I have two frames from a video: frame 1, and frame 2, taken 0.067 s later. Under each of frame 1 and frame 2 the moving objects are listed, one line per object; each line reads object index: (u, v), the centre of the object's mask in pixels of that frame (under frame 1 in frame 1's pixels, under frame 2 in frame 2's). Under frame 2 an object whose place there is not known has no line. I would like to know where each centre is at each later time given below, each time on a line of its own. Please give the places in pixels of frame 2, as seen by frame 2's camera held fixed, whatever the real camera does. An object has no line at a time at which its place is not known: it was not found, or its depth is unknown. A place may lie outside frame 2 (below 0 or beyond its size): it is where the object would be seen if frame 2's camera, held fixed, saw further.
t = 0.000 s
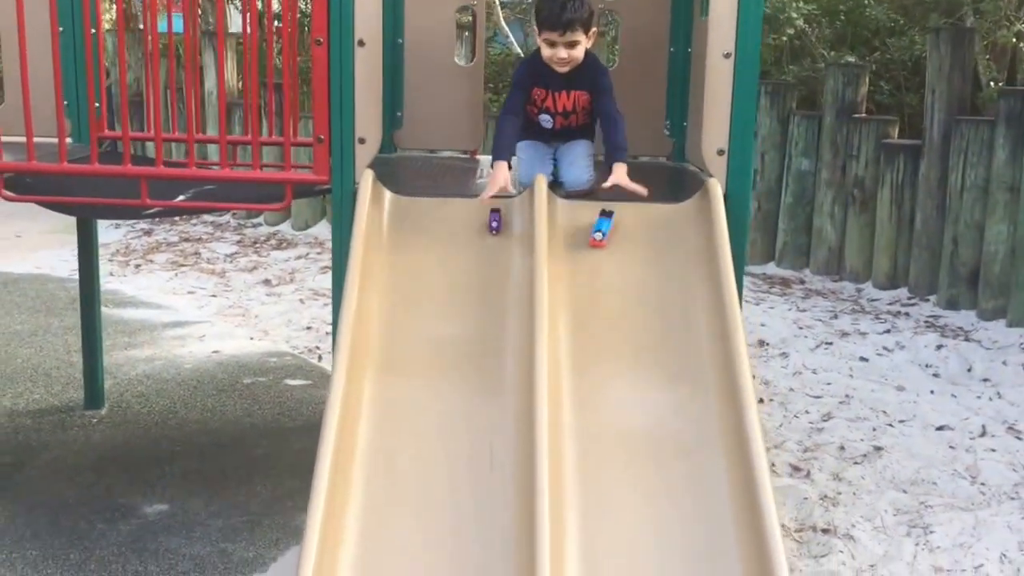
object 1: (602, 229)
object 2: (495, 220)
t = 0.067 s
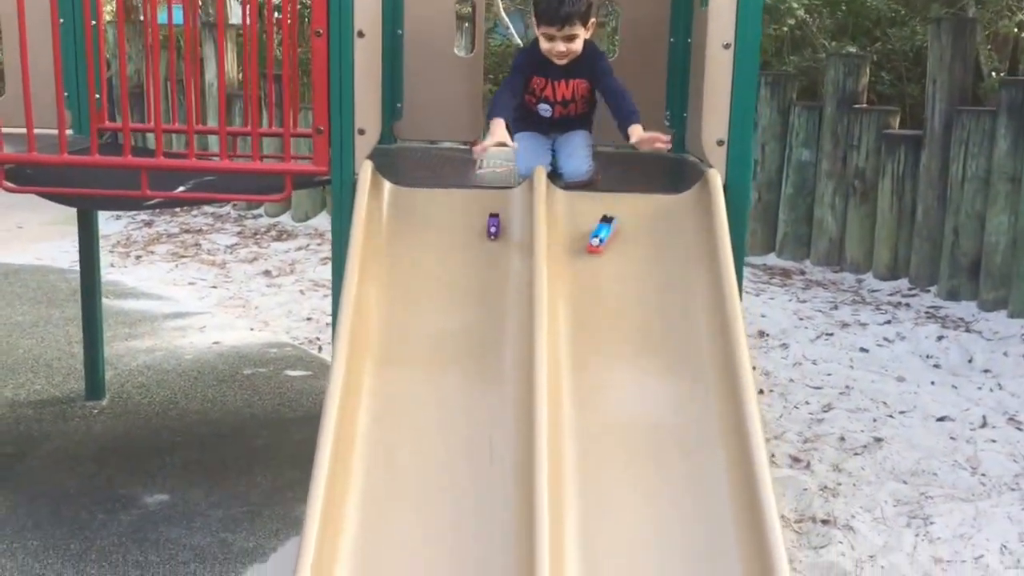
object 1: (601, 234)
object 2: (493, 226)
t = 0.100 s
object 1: (601, 244)
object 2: (493, 235)
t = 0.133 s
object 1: (601, 255)
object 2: (492, 246)
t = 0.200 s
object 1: (599, 280)
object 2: (489, 274)
